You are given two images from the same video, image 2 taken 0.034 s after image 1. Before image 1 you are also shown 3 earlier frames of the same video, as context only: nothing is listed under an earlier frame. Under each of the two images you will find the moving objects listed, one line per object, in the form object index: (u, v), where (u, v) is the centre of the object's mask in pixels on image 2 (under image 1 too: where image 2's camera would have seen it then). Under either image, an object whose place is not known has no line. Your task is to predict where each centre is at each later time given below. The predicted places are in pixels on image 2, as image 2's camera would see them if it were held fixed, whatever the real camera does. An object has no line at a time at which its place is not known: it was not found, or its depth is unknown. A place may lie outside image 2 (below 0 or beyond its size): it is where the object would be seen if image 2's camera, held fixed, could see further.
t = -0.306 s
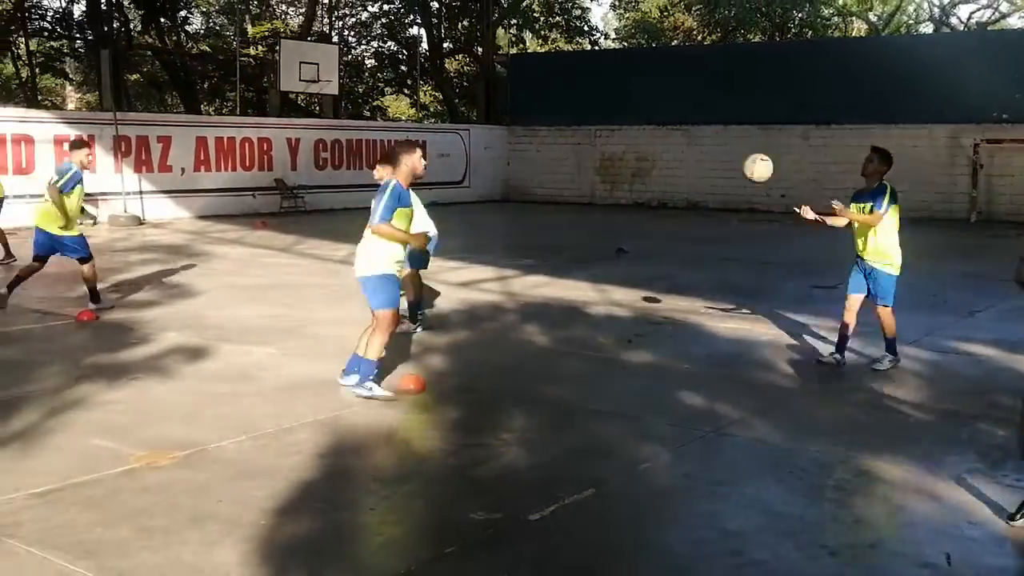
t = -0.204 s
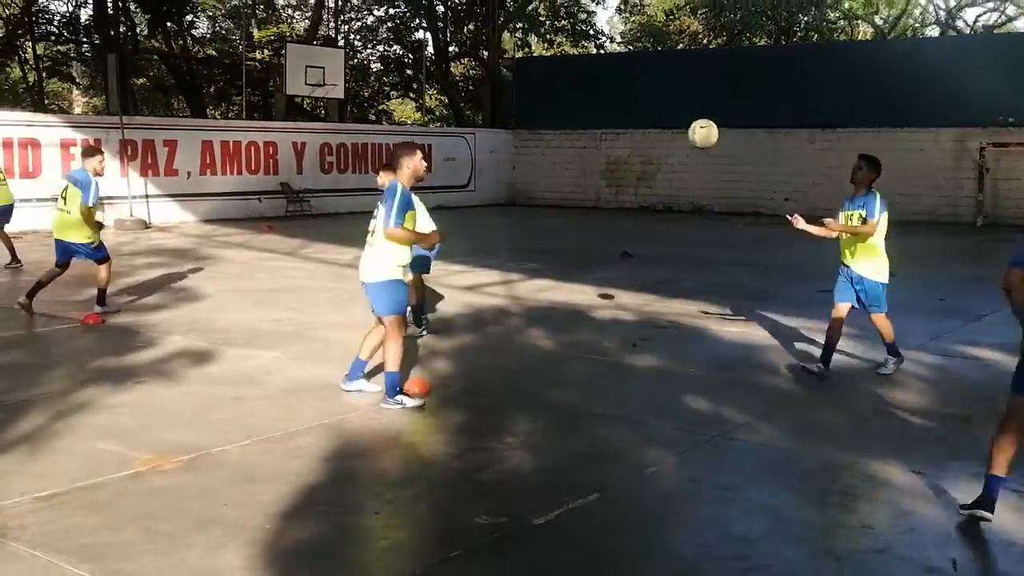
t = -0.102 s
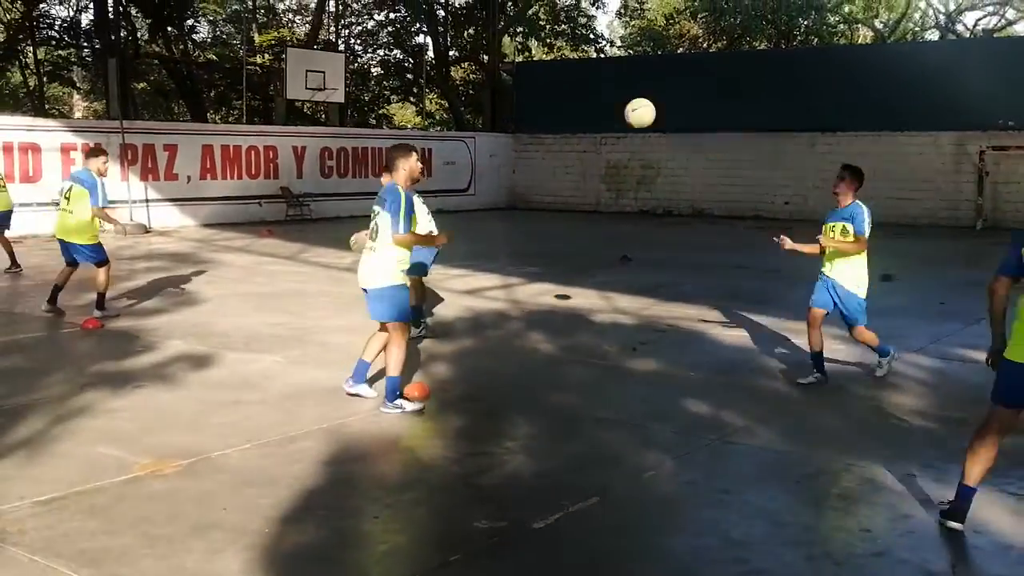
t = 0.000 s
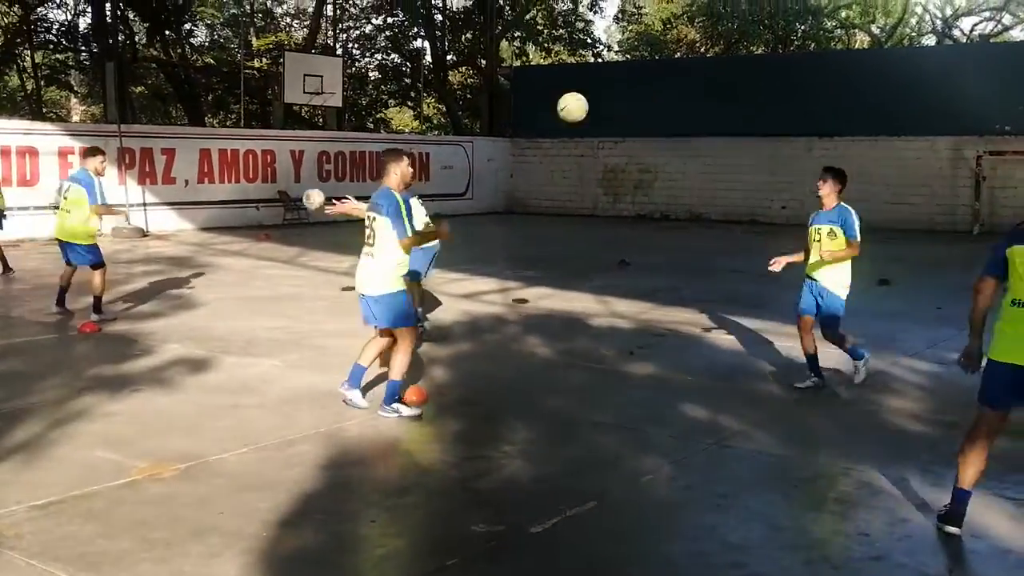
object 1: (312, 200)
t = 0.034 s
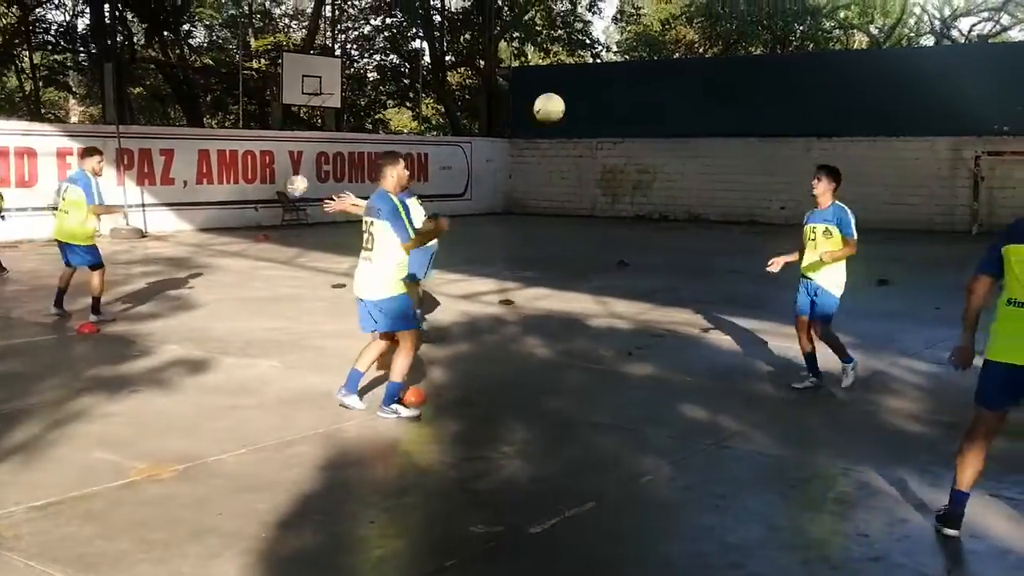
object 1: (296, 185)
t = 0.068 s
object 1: (283, 173)
